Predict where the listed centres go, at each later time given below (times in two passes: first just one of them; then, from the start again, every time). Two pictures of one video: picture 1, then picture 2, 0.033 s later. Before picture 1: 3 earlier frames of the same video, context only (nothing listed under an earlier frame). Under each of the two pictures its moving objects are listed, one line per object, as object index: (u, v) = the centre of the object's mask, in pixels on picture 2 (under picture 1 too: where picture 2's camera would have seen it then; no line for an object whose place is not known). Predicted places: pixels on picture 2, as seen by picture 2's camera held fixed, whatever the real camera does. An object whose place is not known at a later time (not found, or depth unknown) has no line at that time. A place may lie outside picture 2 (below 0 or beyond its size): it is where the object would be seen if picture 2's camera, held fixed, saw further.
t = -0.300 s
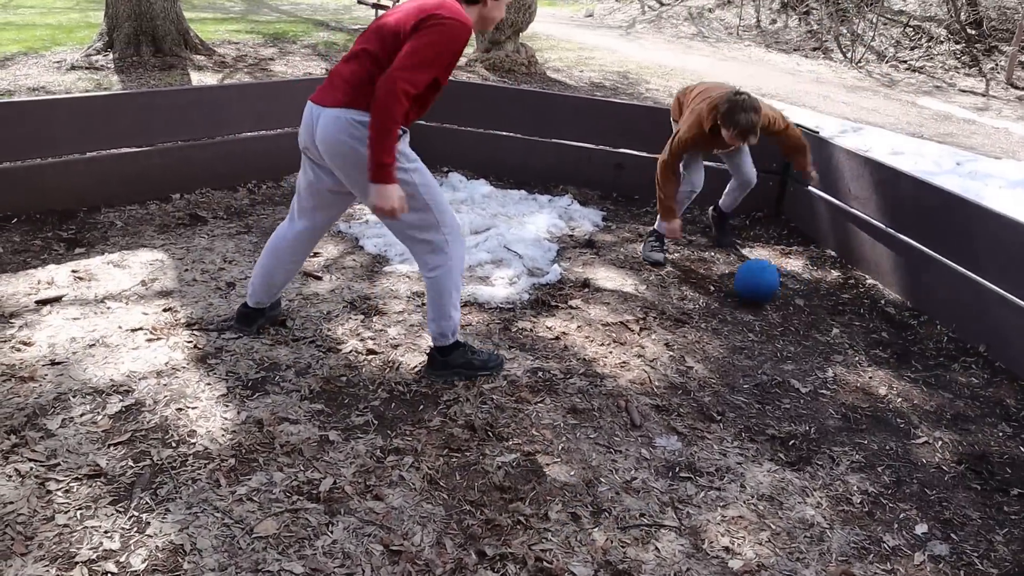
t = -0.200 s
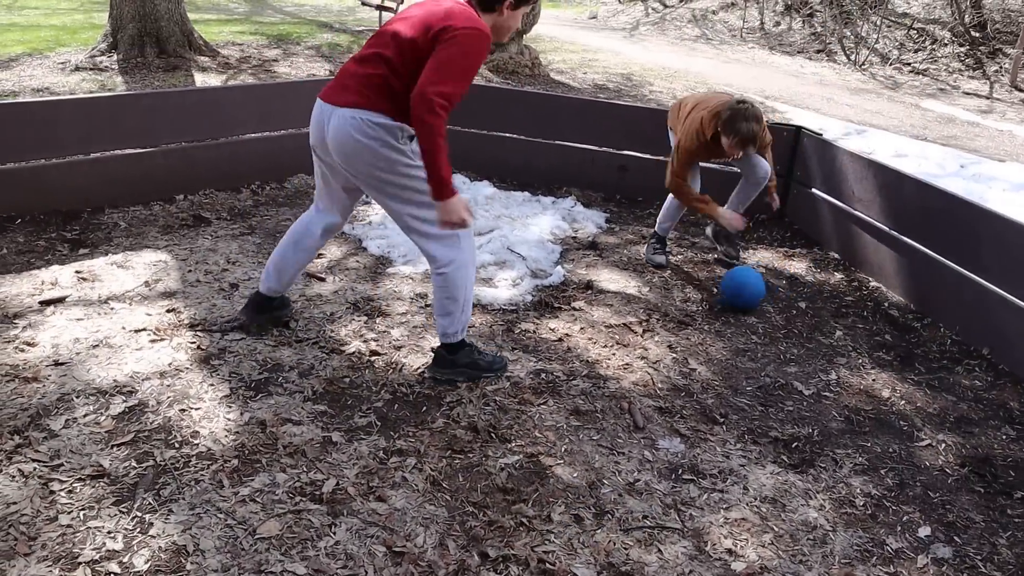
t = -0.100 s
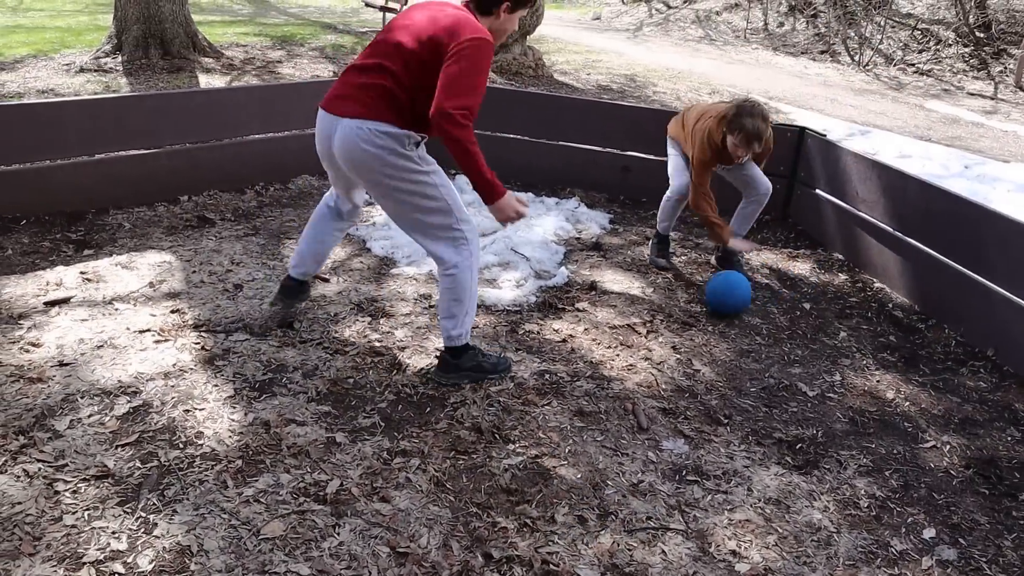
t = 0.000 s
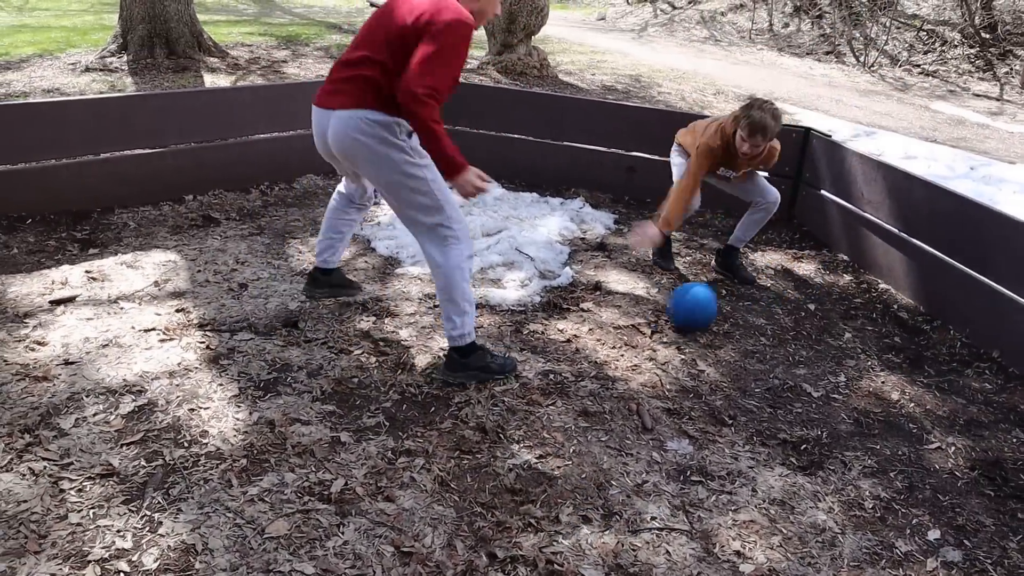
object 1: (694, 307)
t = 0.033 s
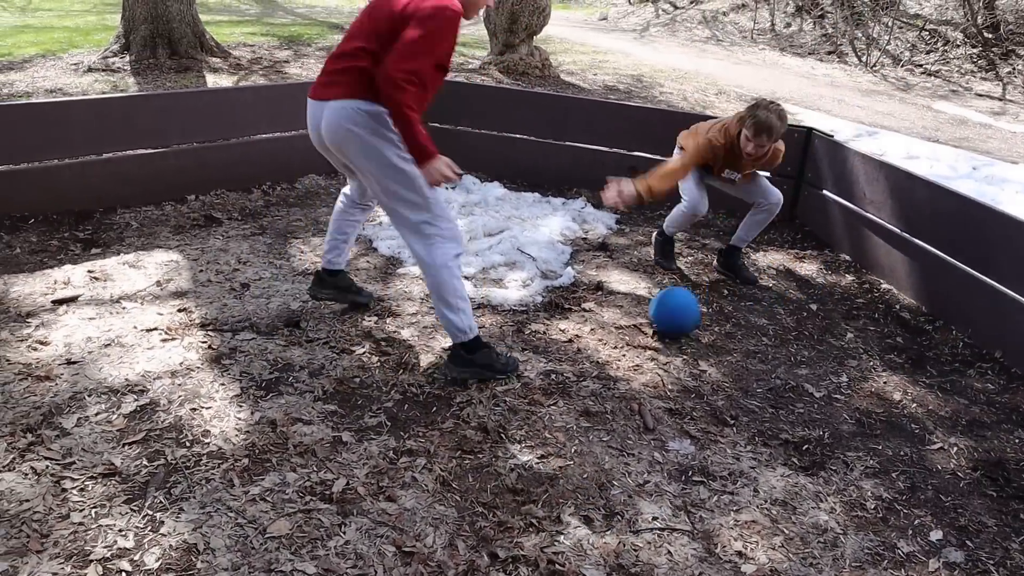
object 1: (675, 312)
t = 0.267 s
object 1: (505, 368)
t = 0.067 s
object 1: (654, 320)
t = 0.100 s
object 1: (632, 329)
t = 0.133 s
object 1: (609, 336)
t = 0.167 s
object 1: (585, 341)
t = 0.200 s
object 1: (559, 347)
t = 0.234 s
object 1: (532, 355)
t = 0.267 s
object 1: (505, 368)
